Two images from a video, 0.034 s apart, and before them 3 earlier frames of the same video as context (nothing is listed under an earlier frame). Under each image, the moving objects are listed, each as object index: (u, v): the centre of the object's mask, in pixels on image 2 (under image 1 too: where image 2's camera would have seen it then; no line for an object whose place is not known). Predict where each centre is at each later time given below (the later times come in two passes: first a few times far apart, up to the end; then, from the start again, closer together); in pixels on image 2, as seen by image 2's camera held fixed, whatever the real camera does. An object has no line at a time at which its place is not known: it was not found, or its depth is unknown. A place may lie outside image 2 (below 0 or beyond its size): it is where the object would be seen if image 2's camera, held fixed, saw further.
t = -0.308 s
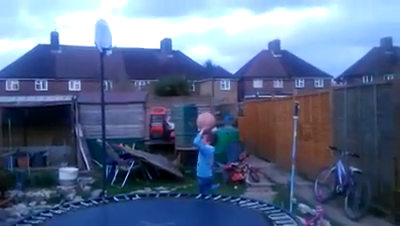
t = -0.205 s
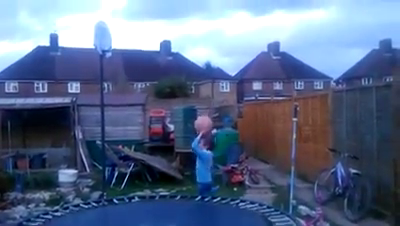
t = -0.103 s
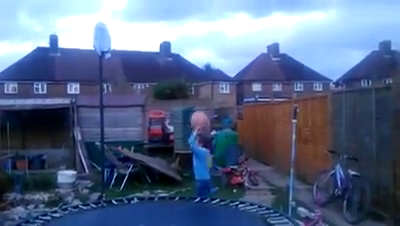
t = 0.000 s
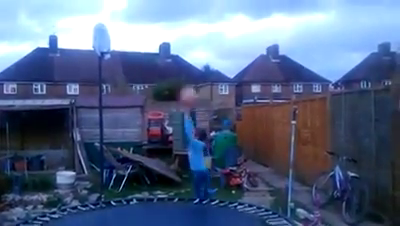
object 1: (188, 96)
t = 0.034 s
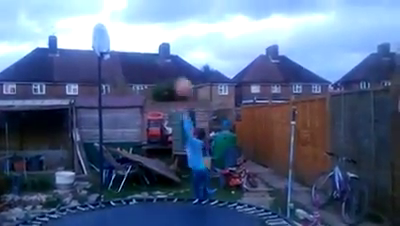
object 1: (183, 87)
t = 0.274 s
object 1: (150, 44)
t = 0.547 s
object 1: (115, 44)
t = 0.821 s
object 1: (121, 49)
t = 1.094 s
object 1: (139, 73)
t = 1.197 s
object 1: (145, 93)
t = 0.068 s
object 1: (179, 77)
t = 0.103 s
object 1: (174, 70)
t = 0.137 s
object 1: (170, 63)
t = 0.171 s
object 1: (165, 57)
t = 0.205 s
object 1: (162, 51)
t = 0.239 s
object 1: (156, 47)
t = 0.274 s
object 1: (150, 44)
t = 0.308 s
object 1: (146, 42)
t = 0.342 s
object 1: (141, 40)
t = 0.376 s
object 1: (136, 39)
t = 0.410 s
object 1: (131, 38)
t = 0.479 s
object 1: (122, 40)
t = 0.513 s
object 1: (117, 43)
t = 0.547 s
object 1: (115, 44)
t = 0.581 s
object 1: (114, 44)
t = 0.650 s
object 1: (113, 46)
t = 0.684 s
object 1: (114, 46)
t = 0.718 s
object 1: (115, 47)
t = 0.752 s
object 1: (116, 48)
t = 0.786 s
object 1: (119, 47)
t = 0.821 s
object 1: (121, 49)
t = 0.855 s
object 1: (123, 50)
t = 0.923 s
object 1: (127, 52)
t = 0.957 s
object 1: (129, 55)
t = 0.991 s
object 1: (132, 58)
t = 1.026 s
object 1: (135, 62)
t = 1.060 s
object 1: (137, 68)
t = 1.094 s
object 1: (139, 73)
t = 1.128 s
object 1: (141, 79)
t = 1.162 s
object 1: (143, 87)
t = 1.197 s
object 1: (145, 93)
